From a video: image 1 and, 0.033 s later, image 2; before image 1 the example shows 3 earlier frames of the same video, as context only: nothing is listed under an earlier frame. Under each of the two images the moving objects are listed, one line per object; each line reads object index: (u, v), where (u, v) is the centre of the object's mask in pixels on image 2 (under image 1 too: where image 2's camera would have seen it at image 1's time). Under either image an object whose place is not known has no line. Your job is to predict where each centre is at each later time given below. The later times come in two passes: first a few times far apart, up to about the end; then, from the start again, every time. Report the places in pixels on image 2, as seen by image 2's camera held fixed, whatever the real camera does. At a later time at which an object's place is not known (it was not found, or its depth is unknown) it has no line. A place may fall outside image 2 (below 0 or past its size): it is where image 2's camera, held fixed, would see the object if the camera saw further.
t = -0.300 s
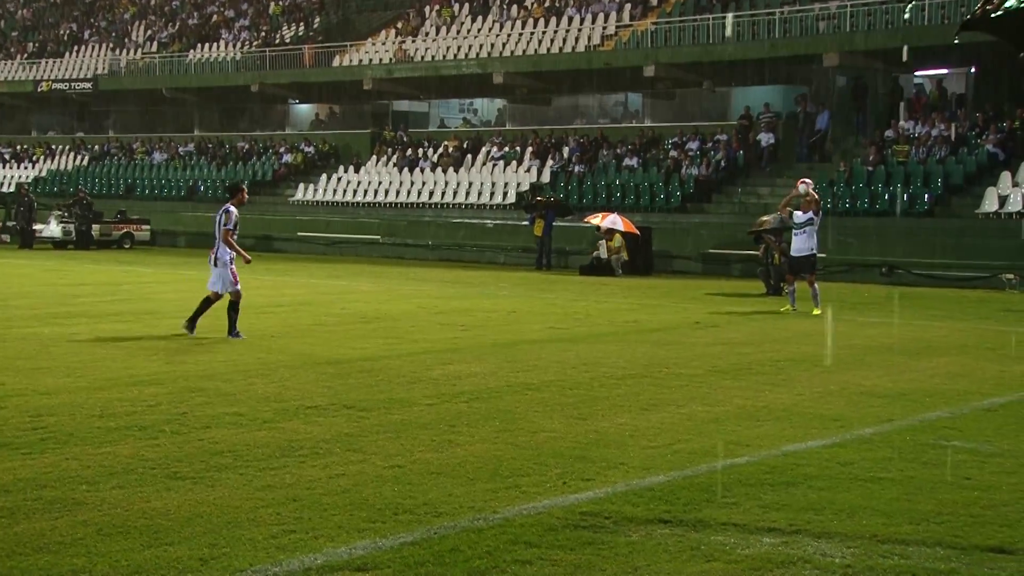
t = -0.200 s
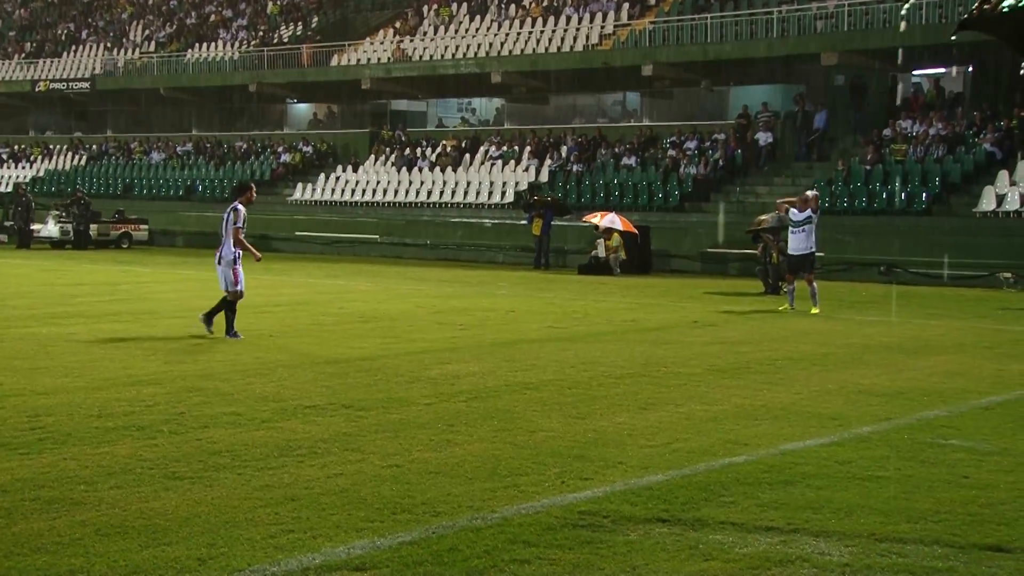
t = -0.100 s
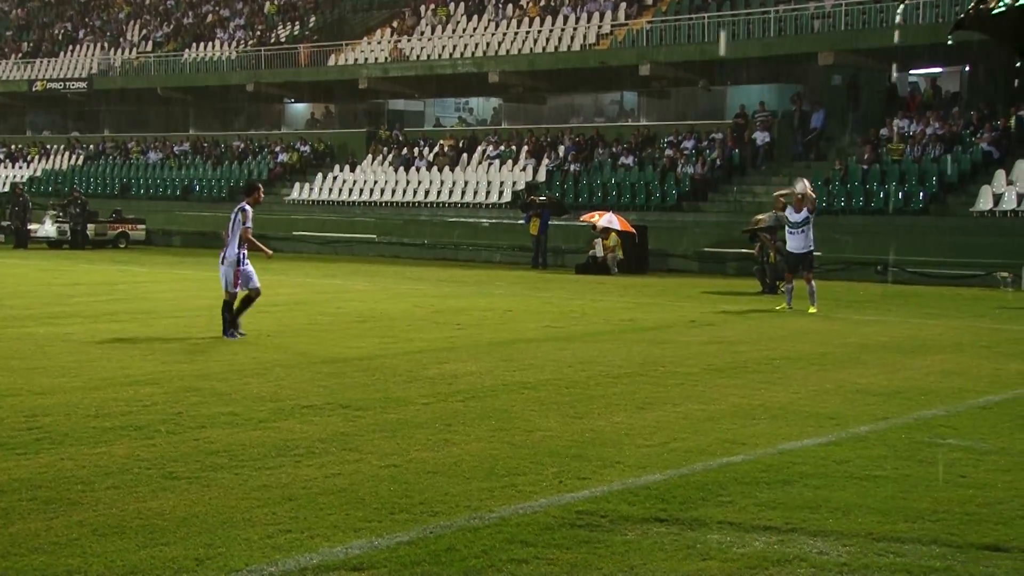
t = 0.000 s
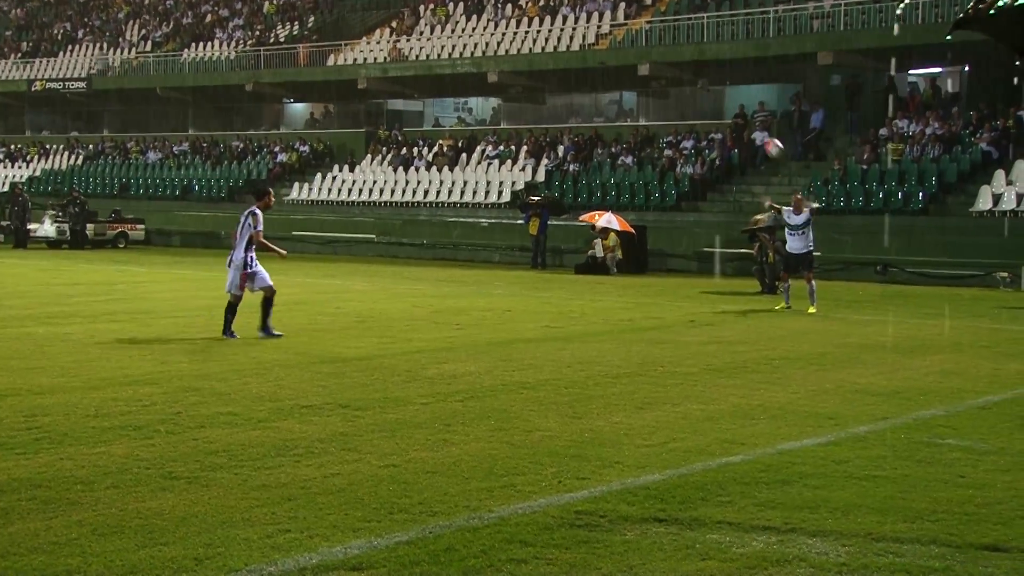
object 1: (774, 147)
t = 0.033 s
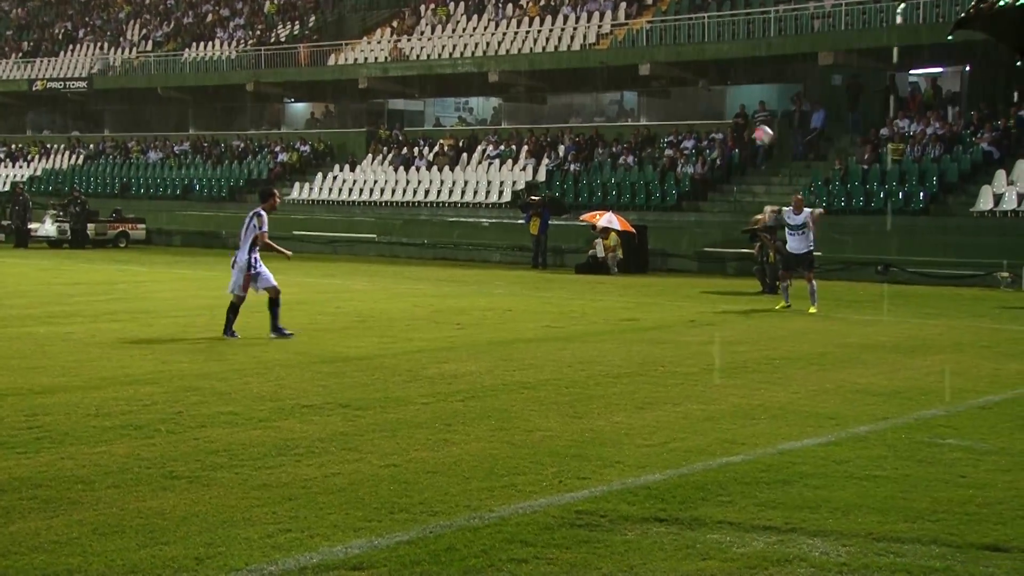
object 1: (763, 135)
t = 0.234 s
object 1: (693, 72)
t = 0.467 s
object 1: (587, 32)
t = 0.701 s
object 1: (453, 39)
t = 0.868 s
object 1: (333, 85)
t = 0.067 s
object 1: (753, 123)
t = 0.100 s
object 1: (742, 111)
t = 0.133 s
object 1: (730, 100)
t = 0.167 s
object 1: (718, 91)
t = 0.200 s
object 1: (706, 81)
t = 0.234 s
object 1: (693, 72)
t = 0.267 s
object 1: (679, 64)
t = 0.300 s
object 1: (665, 57)
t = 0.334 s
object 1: (650, 51)
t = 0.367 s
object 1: (635, 44)
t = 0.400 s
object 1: (620, 40)
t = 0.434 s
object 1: (603, 34)
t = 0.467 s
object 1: (587, 32)
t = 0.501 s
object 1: (570, 30)
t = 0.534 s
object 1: (552, 29)
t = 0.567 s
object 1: (534, 28)
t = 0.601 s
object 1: (515, 29)
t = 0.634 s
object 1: (495, 31)
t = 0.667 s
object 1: (474, 34)
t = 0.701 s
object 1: (453, 39)
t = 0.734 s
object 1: (431, 45)
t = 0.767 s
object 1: (408, 52)
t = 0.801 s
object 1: (384, 61)
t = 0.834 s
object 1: (359, 73)
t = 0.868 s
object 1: (333, 85)
